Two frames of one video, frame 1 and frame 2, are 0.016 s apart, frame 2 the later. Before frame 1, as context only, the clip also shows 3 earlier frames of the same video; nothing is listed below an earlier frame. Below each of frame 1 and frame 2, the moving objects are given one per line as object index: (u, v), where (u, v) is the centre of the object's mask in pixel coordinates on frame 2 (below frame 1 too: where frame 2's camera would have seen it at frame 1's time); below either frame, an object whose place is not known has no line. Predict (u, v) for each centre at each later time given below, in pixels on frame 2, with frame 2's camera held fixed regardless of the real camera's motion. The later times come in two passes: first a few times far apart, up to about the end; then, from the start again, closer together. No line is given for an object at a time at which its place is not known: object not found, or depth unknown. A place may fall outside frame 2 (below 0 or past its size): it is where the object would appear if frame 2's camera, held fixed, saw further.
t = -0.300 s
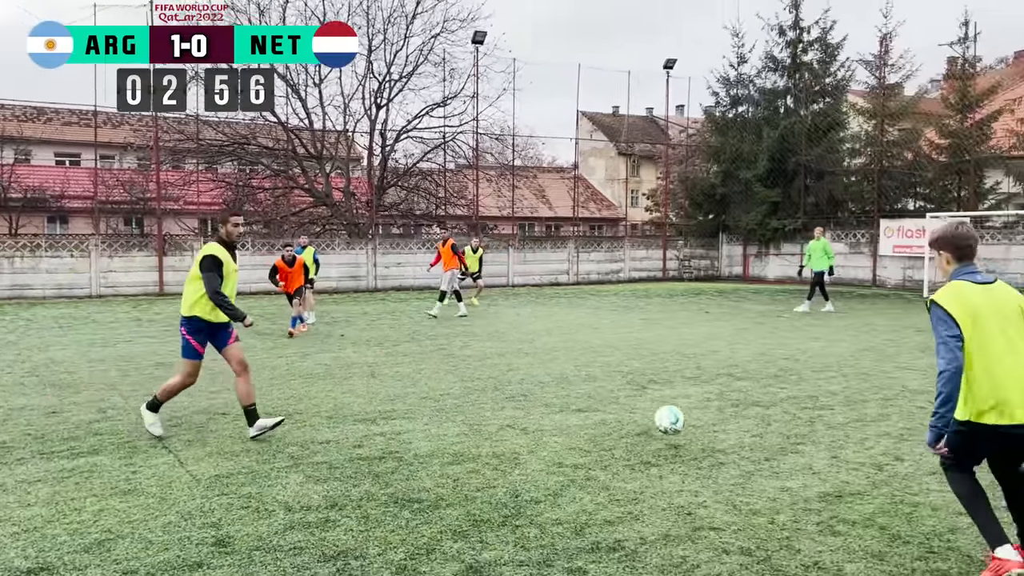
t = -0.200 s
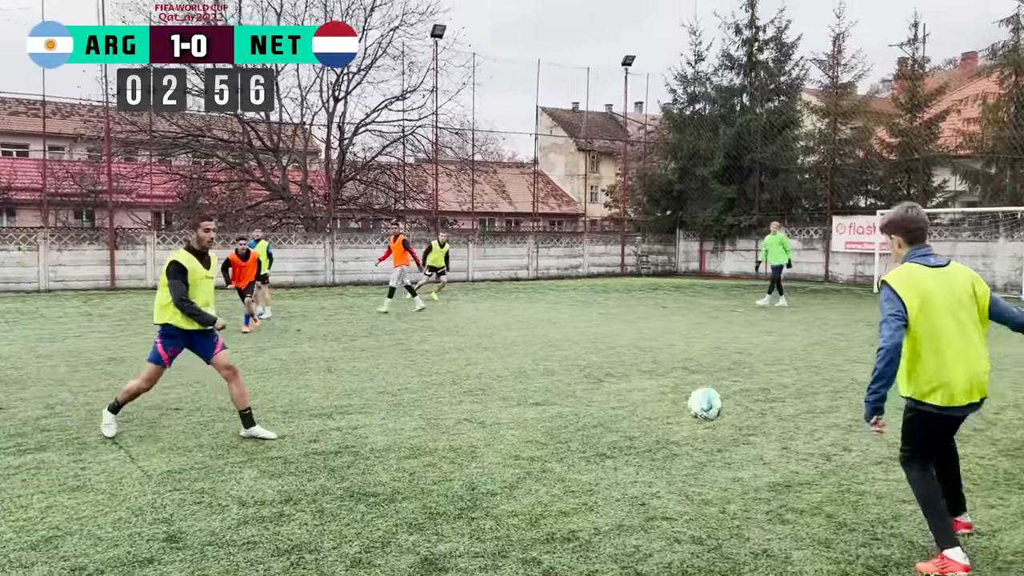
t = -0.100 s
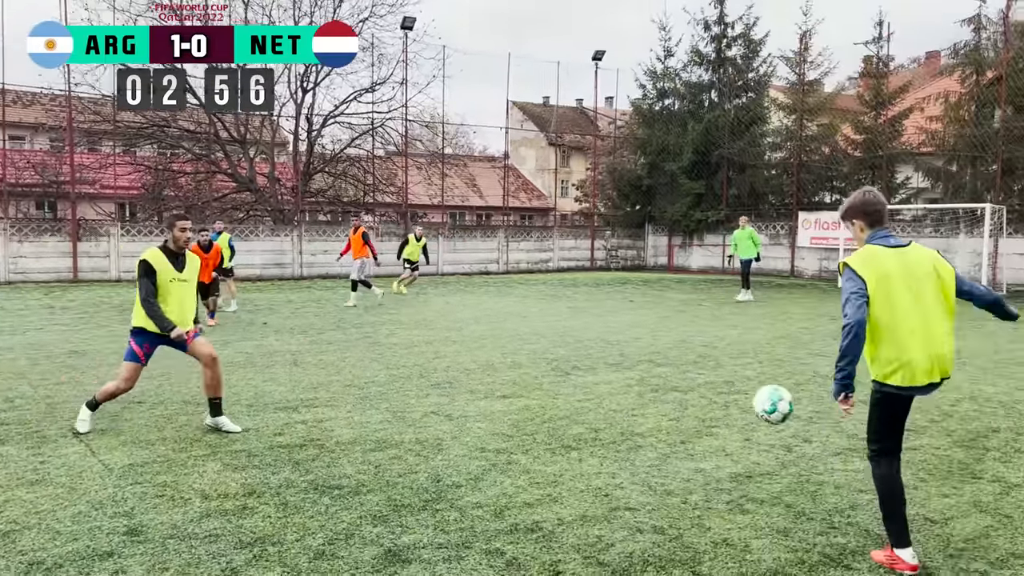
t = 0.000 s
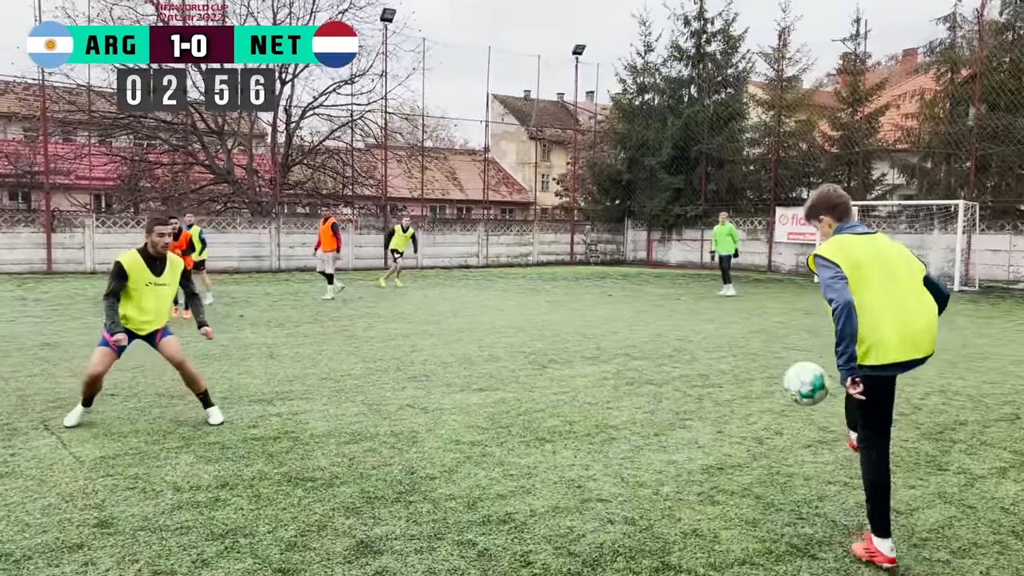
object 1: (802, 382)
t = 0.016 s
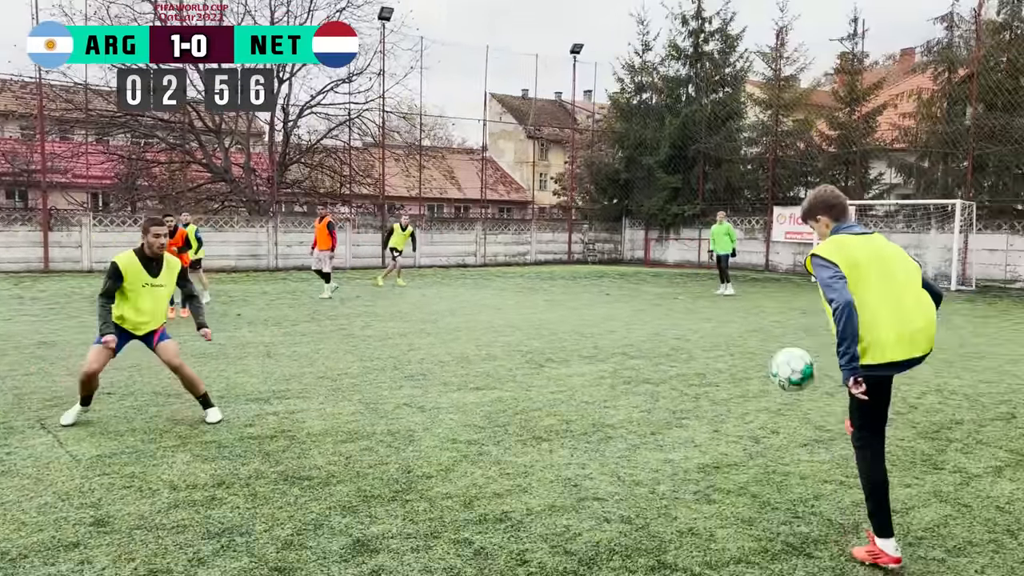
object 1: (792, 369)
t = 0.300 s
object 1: (580, 202)
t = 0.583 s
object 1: (326, 195)
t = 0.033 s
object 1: (782, 356)
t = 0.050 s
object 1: (772, 343)
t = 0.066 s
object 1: (762, 331)
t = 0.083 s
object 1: (751, 319)
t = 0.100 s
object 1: (739, 307)
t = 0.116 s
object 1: (729, 297)
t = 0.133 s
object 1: (718, 286)
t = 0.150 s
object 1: (699, 274)
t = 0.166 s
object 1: (686, 264)
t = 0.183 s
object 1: (674, 255)
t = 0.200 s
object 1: (662, 246)
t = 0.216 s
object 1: (648, 236)
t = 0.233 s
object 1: (634, 229)
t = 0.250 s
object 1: (620, 221)
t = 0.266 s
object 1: (607, 213)
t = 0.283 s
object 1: (594, 207)
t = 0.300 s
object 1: (580, 202)
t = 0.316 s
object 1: (567, 197)
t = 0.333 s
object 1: (553, 192)
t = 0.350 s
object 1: (539, 187)
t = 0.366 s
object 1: (524, 183)
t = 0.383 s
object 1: (510, 180)
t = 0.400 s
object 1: (495, 178)
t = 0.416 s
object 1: (481, 176)
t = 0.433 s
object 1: (466, 175)
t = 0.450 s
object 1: (451, 174)
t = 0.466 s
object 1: (436, 174)
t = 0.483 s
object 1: (421, 175)
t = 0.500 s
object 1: (406, 176)
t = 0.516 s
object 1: (390, 179)
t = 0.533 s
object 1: (375, 182)
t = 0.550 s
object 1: (358, 185)
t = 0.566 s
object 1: (342, 190)
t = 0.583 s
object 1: (326, 195)
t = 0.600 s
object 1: (309, 201)
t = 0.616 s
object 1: (295, 208)
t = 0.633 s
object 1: (279, 215)
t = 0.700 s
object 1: (209, 255)
